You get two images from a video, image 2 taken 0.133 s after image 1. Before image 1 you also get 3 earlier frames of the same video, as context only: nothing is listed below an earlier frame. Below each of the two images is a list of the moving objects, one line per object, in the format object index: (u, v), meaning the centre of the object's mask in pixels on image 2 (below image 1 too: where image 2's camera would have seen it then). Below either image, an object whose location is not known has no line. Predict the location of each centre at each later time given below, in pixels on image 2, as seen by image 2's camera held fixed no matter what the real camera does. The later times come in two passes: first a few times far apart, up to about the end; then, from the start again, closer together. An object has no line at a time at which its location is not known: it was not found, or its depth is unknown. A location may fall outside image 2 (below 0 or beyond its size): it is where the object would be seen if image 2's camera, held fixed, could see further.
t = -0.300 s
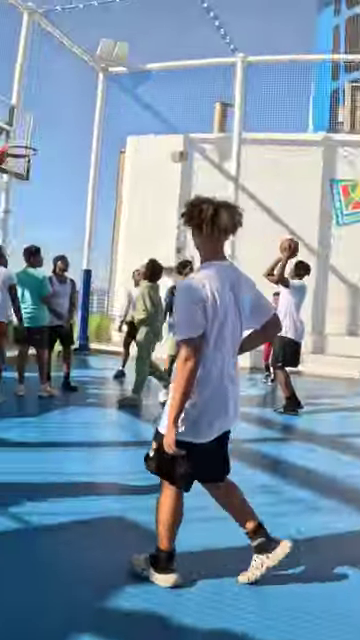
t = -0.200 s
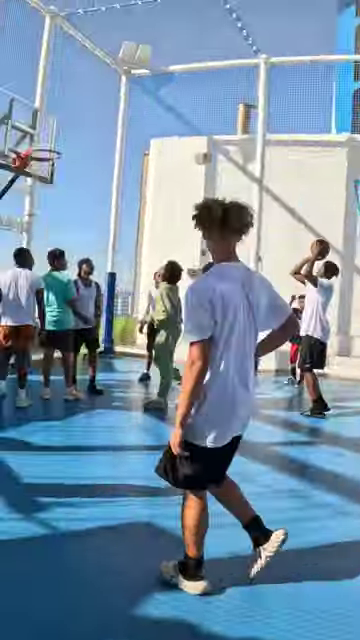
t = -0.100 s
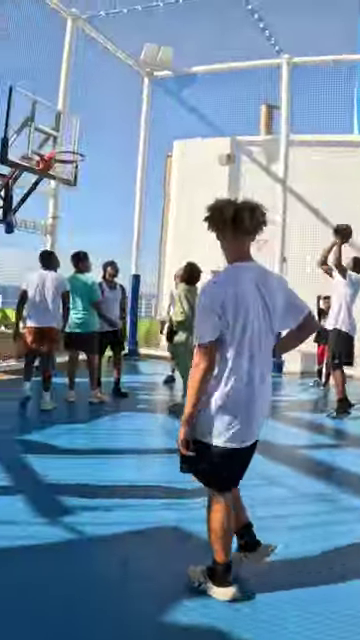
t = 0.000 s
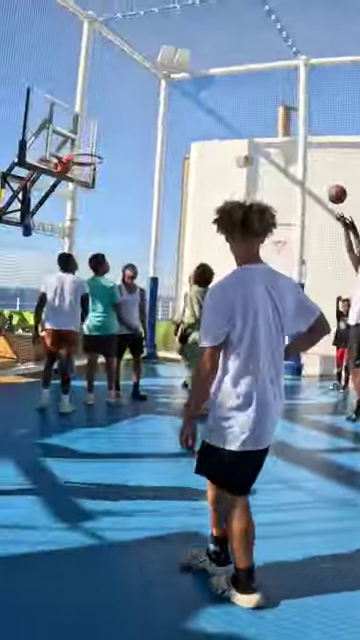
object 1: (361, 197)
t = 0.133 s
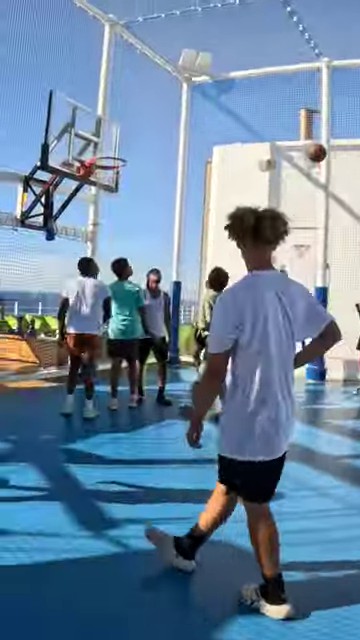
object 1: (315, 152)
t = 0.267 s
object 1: (274, 125)
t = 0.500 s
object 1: (197, 111)
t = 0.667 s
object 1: (146, 126)
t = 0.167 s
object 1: (306, 144)
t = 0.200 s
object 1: (294, 137)
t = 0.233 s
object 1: (283, 131)
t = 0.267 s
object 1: (274, 125)
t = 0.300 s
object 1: (262, 120)
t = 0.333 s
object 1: (251, 116)
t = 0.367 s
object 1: (240, 113)
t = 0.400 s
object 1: (229, 111)
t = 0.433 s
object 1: (219, 110)
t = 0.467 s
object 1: (208, 110)
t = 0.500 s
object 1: (197, 111)
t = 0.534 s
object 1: (187, 112)
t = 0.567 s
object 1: (177, 115)
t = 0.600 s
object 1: (167, 118)
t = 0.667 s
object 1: (146, 126)
